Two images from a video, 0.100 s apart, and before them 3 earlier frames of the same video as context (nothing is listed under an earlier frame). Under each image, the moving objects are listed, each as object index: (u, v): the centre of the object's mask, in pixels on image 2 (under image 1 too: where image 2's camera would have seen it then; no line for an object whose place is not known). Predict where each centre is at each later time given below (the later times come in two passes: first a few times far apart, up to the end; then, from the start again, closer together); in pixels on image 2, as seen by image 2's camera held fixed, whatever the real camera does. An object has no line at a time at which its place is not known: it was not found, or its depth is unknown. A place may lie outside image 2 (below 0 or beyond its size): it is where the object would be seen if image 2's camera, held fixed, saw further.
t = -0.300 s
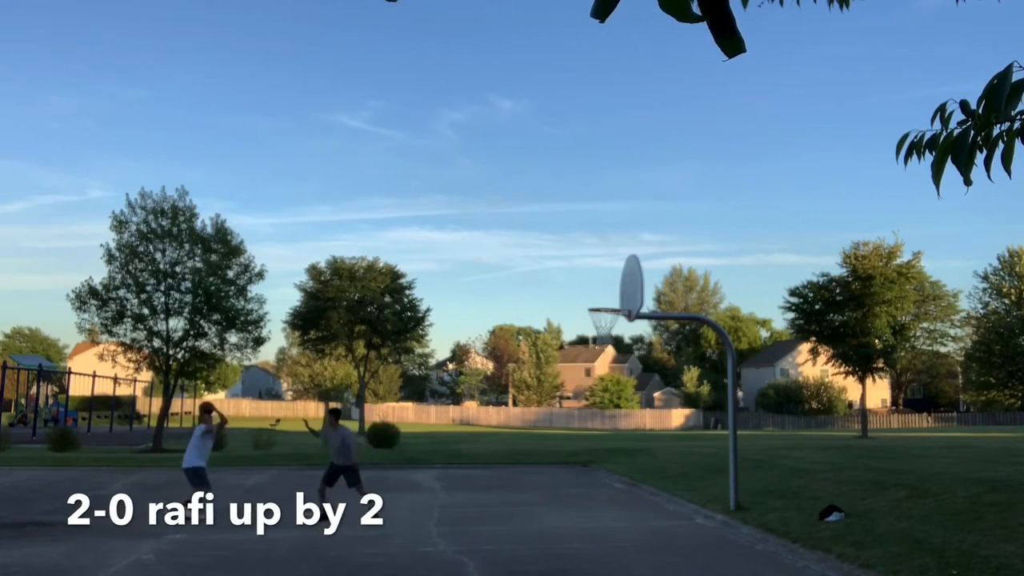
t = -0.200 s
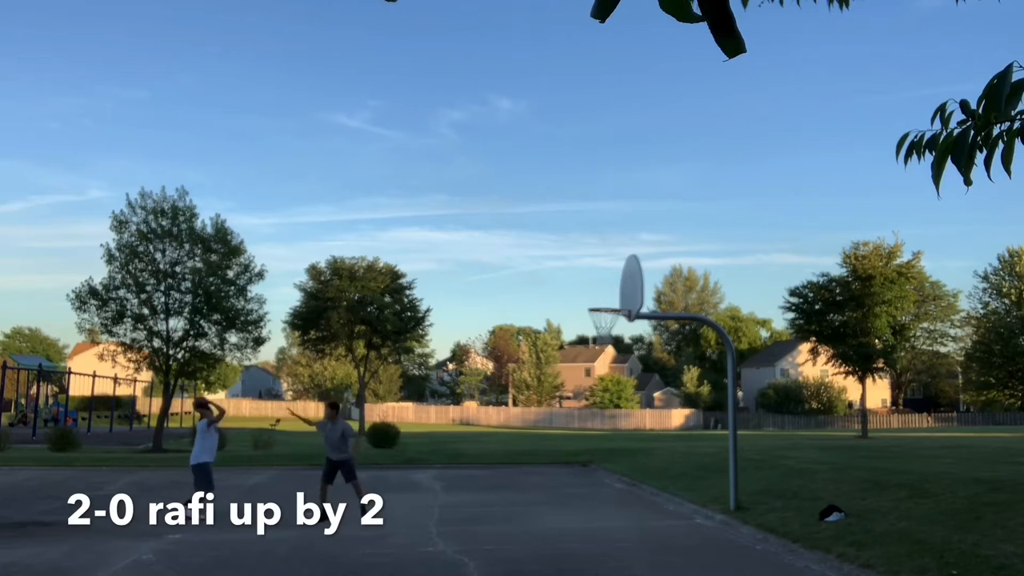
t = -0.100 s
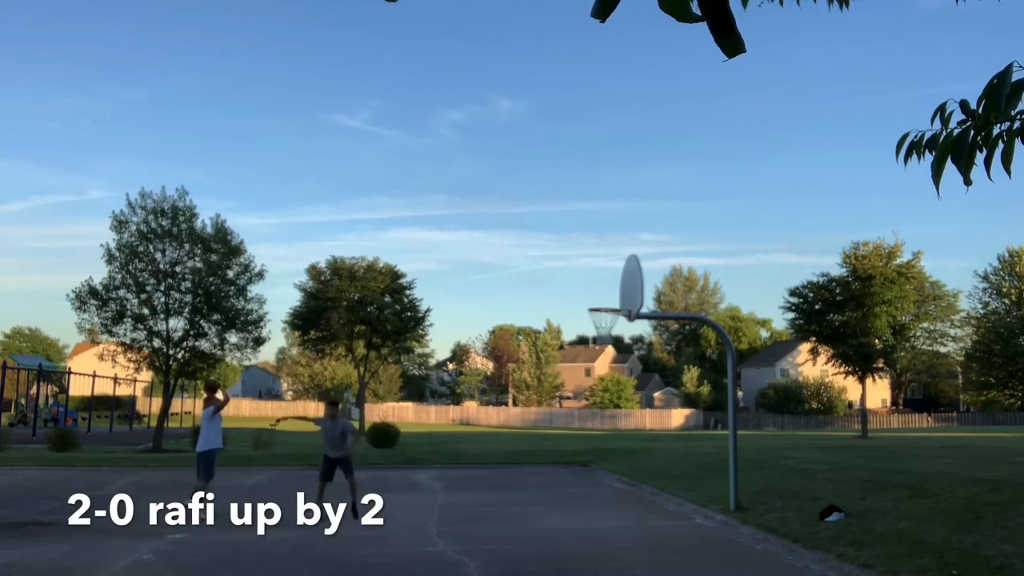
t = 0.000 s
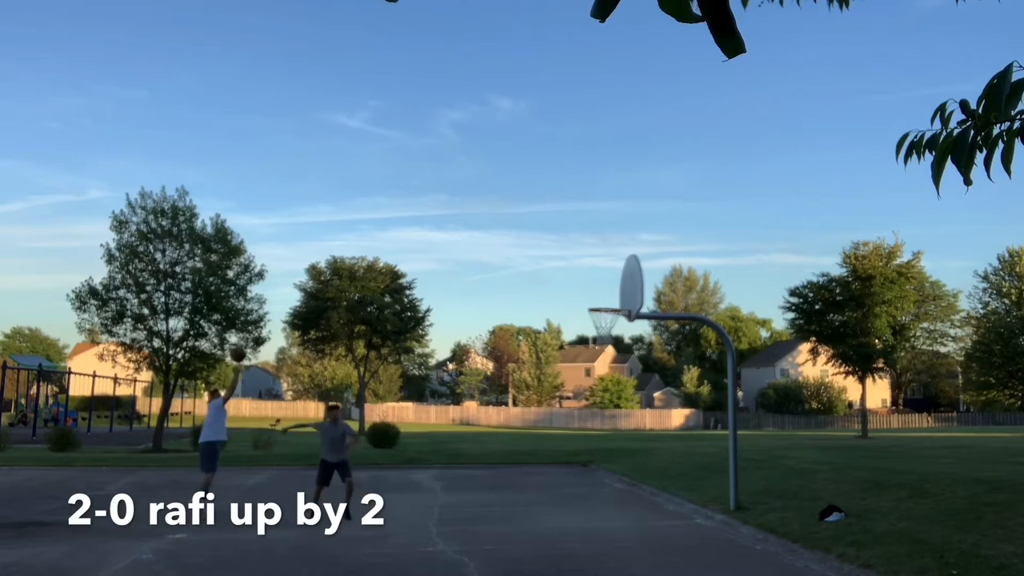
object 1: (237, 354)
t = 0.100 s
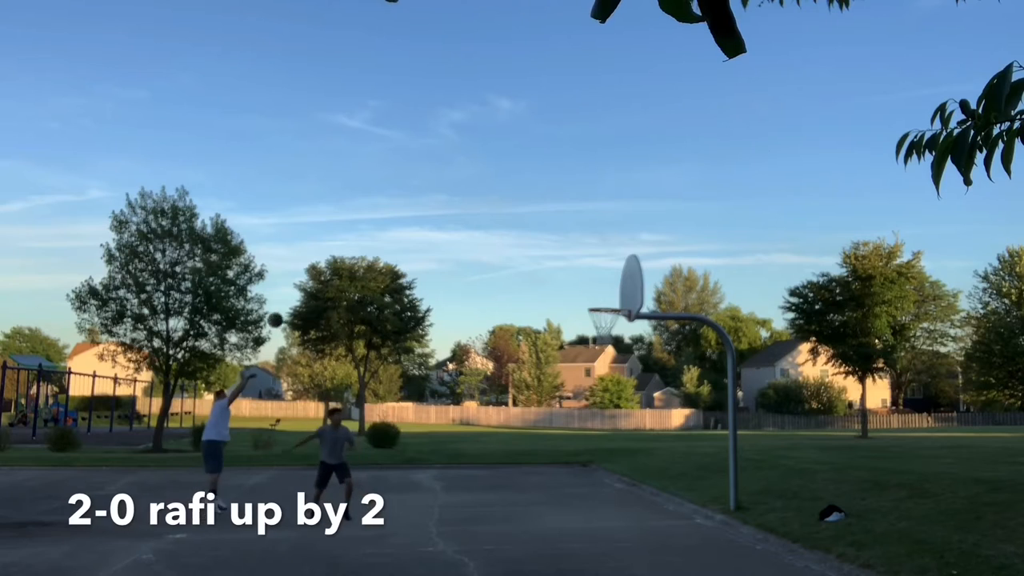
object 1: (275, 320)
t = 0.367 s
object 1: (372, 260)
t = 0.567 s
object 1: (443, 244)
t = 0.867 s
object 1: (550, 268)
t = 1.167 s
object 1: (610, 316)
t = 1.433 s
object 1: (599, 334)
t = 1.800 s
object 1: (578, 409)
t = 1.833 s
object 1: (577, 421)
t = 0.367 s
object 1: (372, 260)
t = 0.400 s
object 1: (384, 255)
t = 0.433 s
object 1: (396, 252)
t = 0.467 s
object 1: (408, 249)
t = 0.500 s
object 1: (420, 247)
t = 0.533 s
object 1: (431, 245)
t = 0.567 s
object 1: (443, 244)
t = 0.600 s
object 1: (455, 244)
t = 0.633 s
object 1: (467, 244)
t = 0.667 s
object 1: (479, 246)
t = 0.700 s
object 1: (491, 248)
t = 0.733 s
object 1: (503, 250)
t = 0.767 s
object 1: (515, 254)
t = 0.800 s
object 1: (527, 258)
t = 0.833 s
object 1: (538, 263)
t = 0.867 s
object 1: (550, 268)
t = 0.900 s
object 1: (562, 274)
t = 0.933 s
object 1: (574, 281)
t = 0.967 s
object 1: (586, 289)
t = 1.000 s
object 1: (598, 297)
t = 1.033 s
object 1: (610, 306)
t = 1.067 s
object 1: (605, 310)
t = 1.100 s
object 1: (598, 311)
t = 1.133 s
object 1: (605, 314)
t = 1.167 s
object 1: (610, 316)
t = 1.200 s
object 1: (610, 321)
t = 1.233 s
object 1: (609, 326)
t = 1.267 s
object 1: (608, 328)
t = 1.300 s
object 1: (607, 329)
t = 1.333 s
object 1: (605, 330)
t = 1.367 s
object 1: (603, 331)
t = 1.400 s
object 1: (601, 332)
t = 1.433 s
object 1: (599, 334)
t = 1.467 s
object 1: (597, 337)
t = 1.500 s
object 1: (596, 341)
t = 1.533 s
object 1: (594, 345)
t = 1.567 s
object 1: (592, 350)
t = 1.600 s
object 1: (589, 356)
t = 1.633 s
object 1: (588, 363)
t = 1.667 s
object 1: (586, 371)
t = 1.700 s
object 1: (584, 380)
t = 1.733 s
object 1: (582, 389)
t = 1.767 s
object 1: (580, 398)
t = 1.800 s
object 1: (578, 409)
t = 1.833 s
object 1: (577, 421)
